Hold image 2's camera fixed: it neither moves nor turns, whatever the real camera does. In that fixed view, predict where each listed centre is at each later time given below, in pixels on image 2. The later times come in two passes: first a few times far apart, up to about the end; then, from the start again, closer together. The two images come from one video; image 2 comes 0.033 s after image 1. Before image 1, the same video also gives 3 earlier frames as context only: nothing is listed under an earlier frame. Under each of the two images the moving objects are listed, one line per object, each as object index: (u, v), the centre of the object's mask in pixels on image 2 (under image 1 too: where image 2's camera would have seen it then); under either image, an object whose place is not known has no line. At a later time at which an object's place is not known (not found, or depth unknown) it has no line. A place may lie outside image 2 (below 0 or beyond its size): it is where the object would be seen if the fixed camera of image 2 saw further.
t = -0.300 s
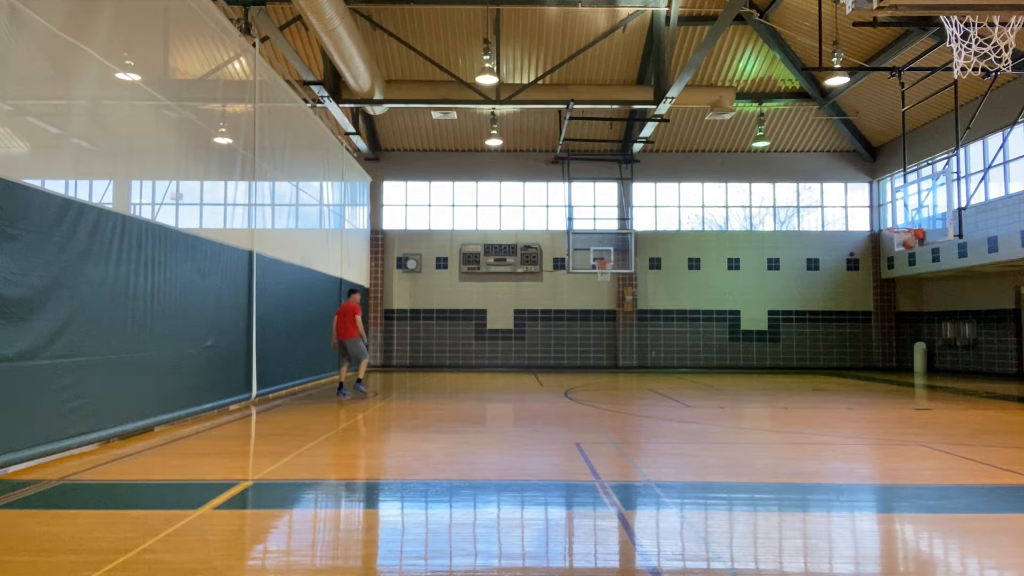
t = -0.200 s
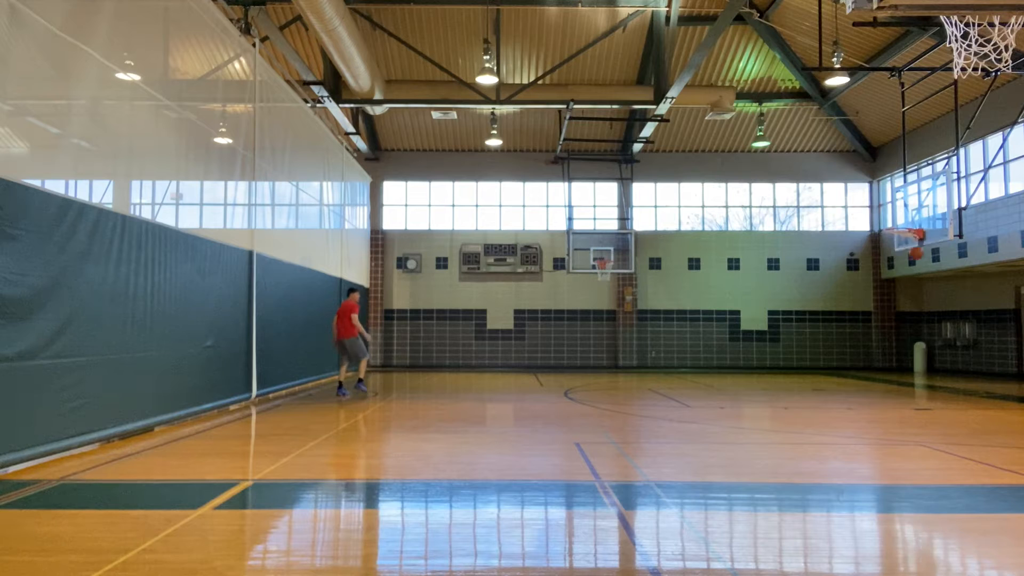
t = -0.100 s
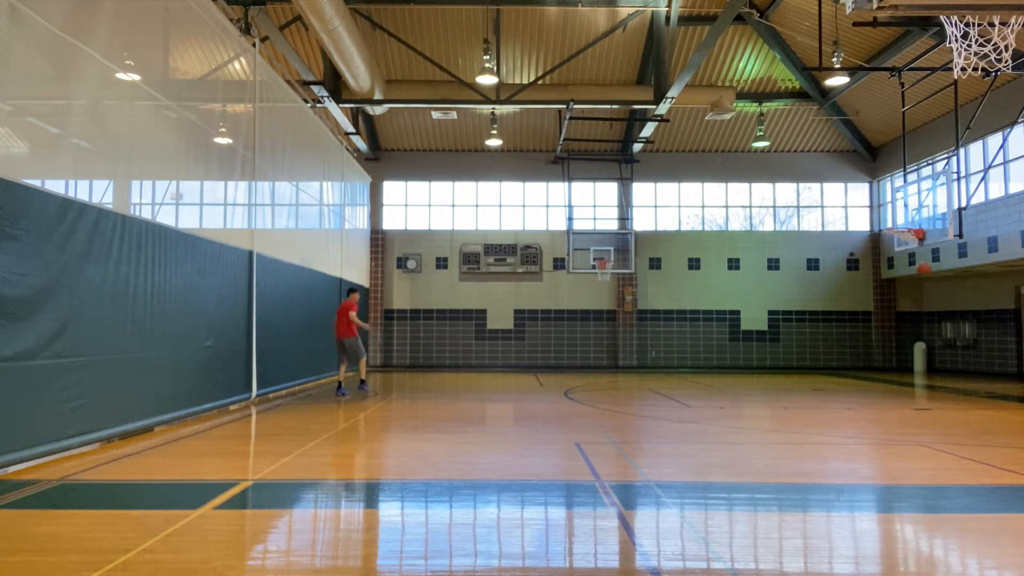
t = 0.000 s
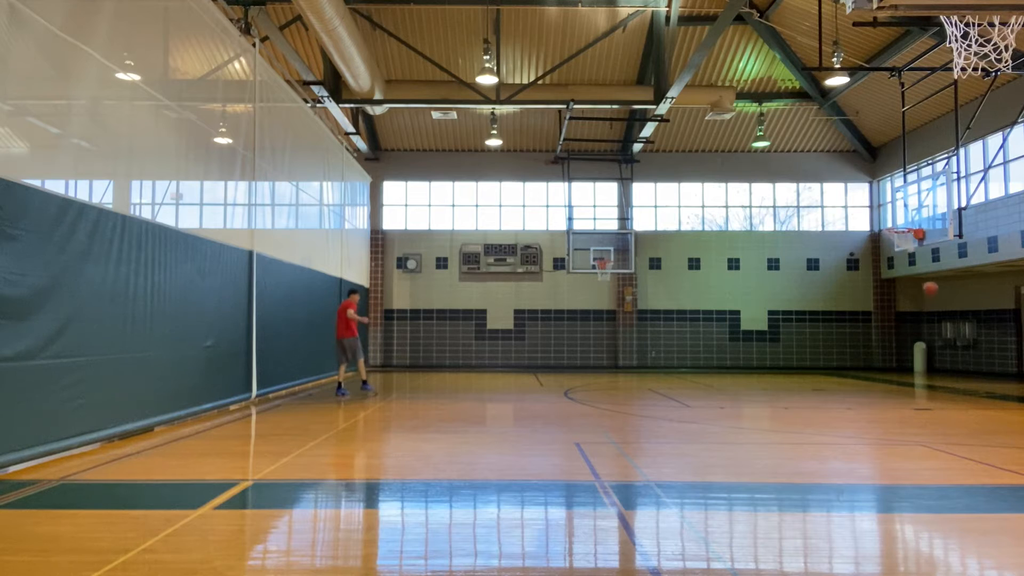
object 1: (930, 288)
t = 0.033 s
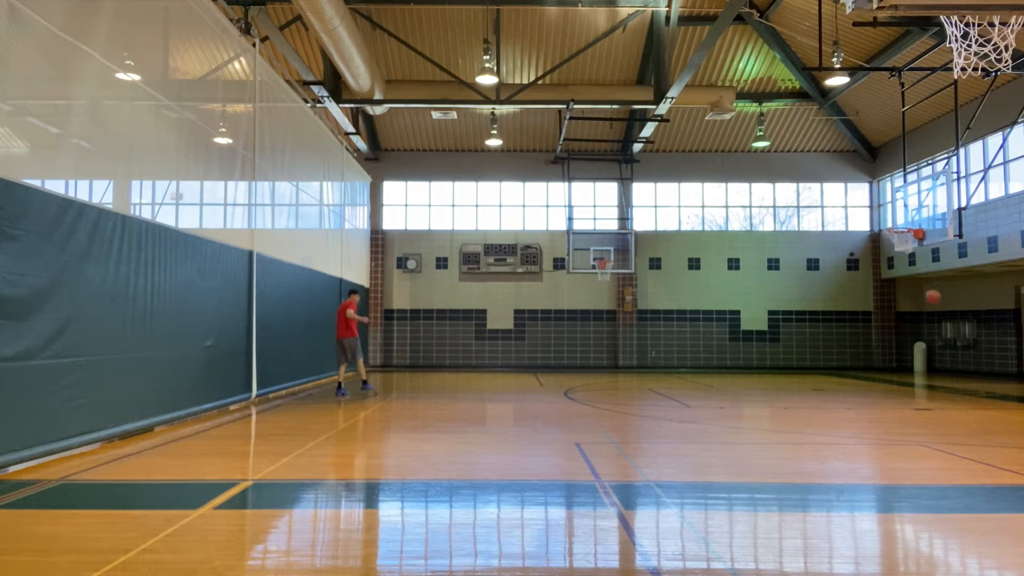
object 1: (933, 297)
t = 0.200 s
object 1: (946, 347)
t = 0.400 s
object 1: (955, 375)
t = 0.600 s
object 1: (947, 334)
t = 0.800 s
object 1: (941, 316)
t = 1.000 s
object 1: (935, 319)
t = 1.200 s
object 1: (929, 347)
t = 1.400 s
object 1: (924, 399)
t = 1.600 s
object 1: (919, 366)
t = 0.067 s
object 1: (936, 306)
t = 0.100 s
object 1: (938, 315)
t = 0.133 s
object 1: (941, 325)
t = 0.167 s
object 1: (944, 337)
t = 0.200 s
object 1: (946, 347)
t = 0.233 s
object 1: (949, 359)
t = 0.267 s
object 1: (952, 371)
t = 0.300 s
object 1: (955, 385)
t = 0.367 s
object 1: (956, 384)
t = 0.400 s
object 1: (955, 375)
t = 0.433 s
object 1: (954, 368)
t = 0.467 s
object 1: (952, 359)
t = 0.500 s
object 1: (951, 352)
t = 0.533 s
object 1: (950, 346)
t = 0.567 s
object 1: (948, 340)
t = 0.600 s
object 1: (947, 334)
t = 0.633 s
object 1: (946, 330)
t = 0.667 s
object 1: (945, 325)
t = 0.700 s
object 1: (944, 322)
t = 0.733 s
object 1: (943, 319)
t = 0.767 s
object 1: (942, 317)
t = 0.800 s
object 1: (941, 316)
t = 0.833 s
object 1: (940, 315)
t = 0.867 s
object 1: (939, 314)
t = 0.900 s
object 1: (938, 315)
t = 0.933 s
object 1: (937, 315)
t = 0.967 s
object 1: (936, 317)
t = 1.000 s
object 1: (935, 319)
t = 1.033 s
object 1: (934, 322)
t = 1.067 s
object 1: (933, 326)
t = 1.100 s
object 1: (932, 330)
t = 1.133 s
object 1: (931, 335)
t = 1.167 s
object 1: (930, 341)
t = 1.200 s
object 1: (929, 347)
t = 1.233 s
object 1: (929, 354)
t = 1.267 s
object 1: (928, 362)
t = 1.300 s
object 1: (927, 370)
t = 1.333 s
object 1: (926, 379)
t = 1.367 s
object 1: (925, 388)
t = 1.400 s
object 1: (924, 399)
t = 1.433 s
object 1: (923, 393)
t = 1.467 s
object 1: (923, 386)
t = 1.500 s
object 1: (922, 381)
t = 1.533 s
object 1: (921, 374)
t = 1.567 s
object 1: (920, 370)
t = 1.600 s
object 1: (919, 366)
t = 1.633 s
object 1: (918, 362)
